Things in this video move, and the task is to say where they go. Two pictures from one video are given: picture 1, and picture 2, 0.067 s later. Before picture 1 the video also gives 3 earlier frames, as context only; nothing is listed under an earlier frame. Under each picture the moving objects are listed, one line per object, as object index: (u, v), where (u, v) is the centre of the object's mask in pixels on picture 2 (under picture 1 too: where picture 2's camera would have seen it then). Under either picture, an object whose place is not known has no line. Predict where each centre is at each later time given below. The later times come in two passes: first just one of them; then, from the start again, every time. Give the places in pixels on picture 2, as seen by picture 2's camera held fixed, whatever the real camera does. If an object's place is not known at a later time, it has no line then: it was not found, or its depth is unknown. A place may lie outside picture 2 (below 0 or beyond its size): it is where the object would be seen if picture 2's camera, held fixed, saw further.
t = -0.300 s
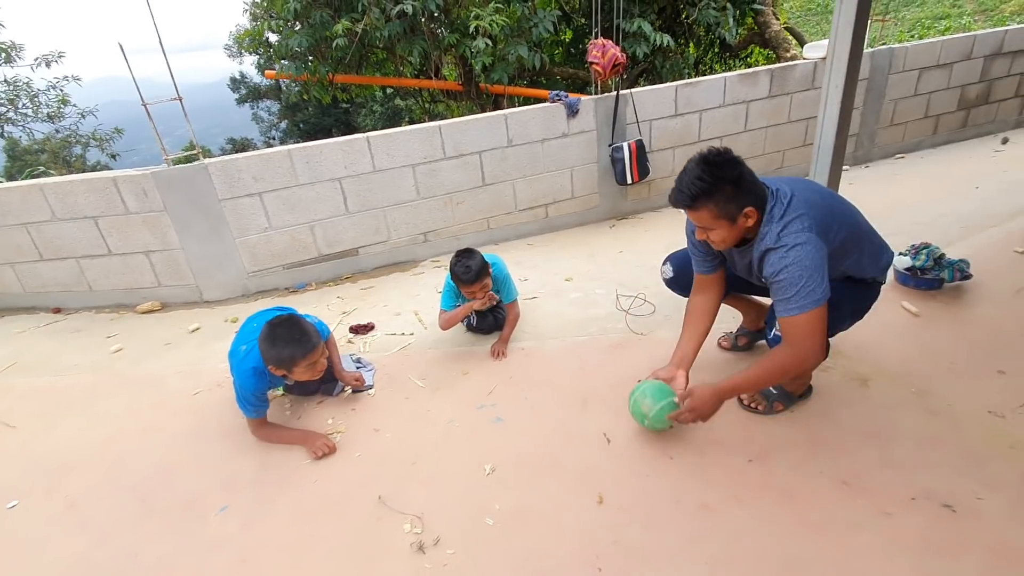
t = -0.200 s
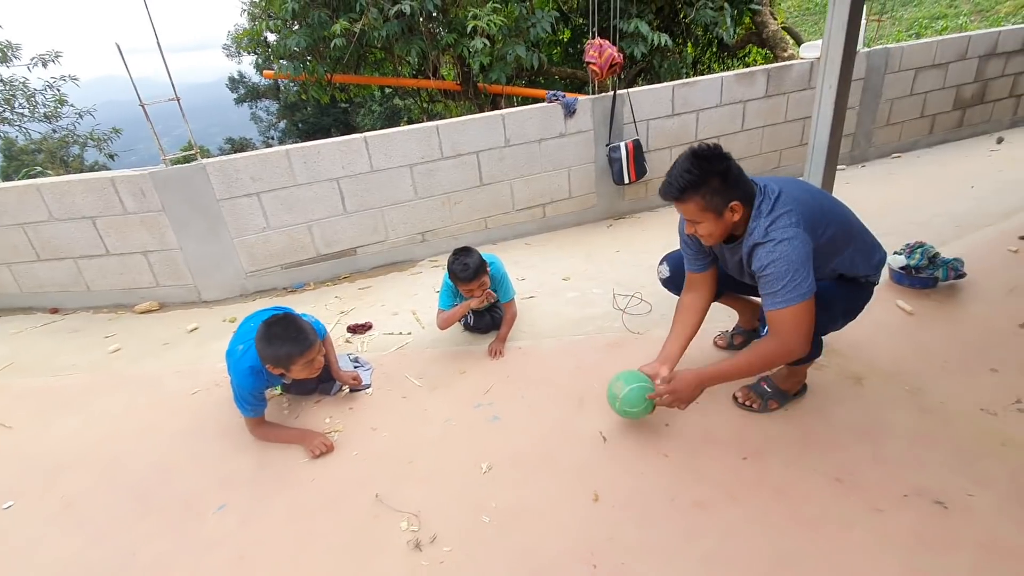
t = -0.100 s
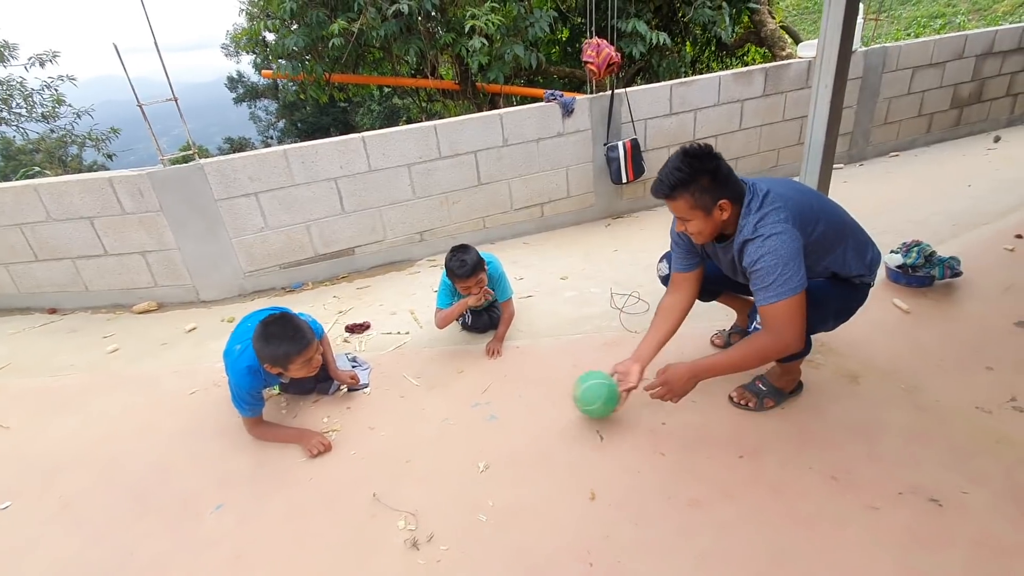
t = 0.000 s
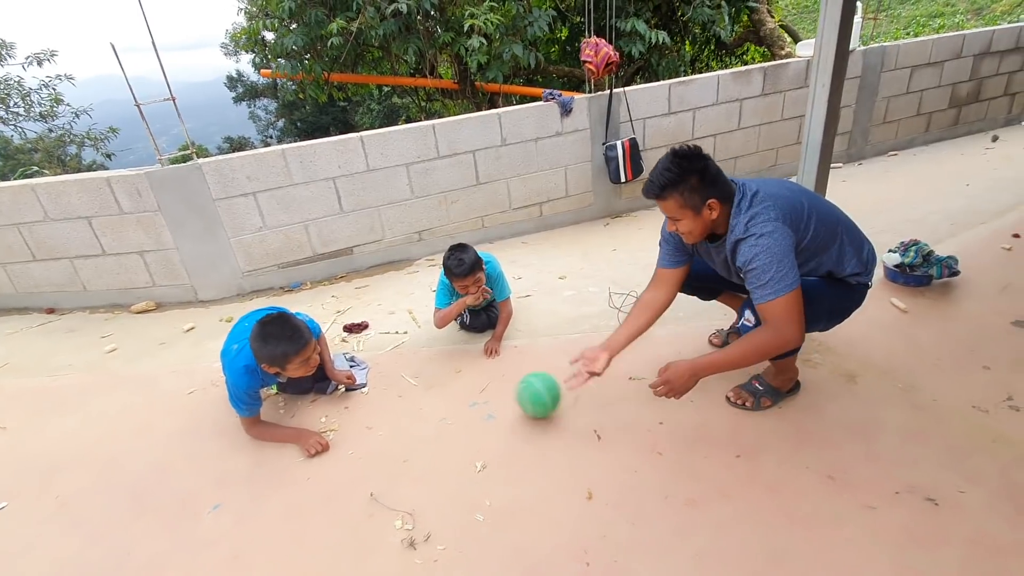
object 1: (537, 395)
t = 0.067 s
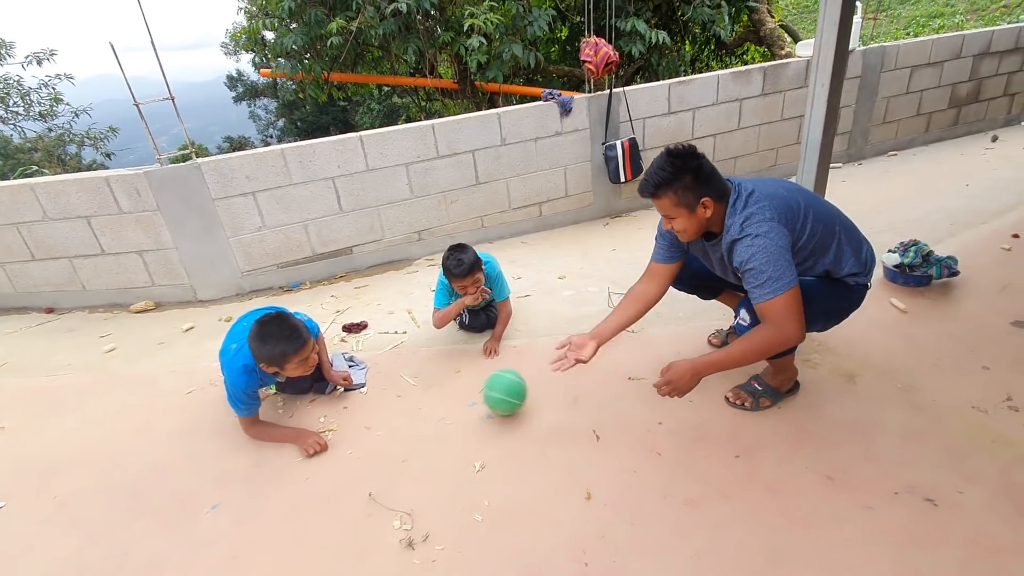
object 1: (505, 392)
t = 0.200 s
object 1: (451, 392)
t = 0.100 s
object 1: (491, 392)
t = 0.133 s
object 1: (478, 394)
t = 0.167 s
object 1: (465, 393)
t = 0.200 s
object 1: (451, 392)
